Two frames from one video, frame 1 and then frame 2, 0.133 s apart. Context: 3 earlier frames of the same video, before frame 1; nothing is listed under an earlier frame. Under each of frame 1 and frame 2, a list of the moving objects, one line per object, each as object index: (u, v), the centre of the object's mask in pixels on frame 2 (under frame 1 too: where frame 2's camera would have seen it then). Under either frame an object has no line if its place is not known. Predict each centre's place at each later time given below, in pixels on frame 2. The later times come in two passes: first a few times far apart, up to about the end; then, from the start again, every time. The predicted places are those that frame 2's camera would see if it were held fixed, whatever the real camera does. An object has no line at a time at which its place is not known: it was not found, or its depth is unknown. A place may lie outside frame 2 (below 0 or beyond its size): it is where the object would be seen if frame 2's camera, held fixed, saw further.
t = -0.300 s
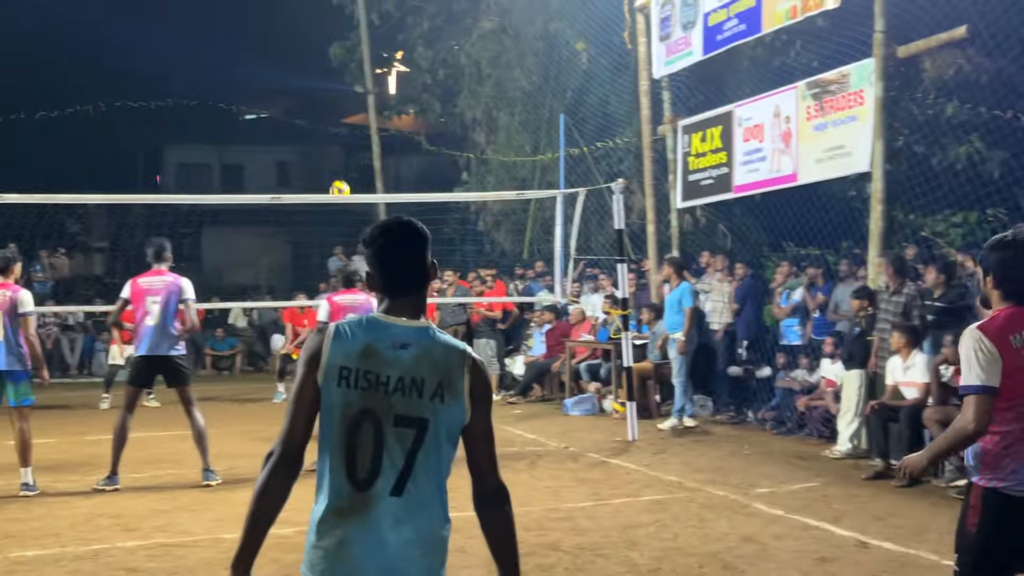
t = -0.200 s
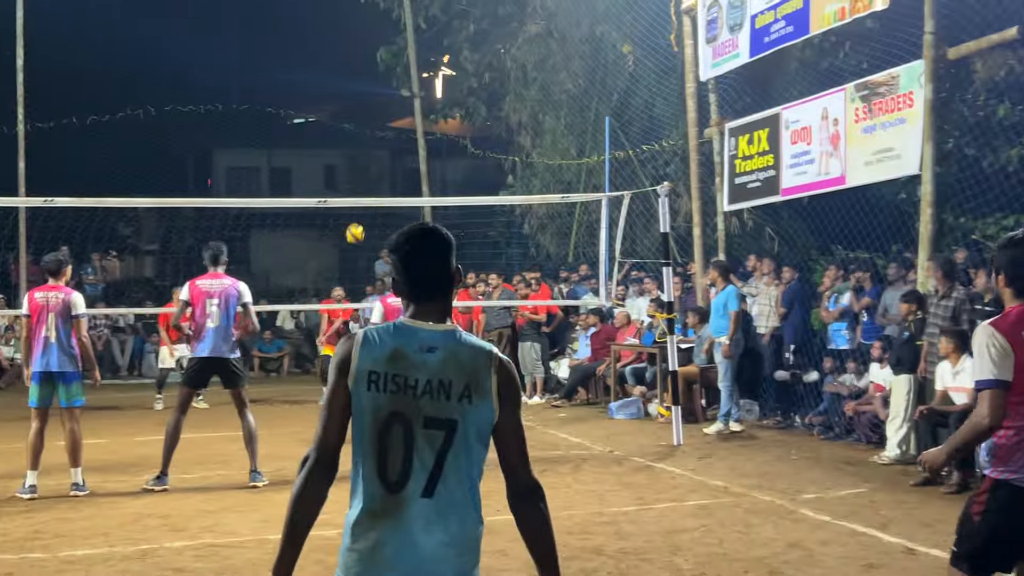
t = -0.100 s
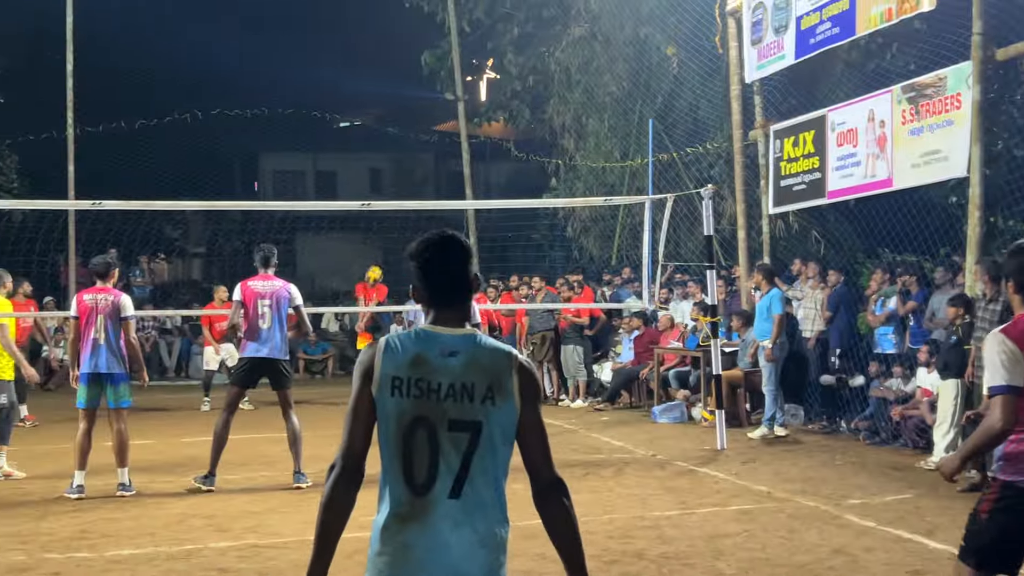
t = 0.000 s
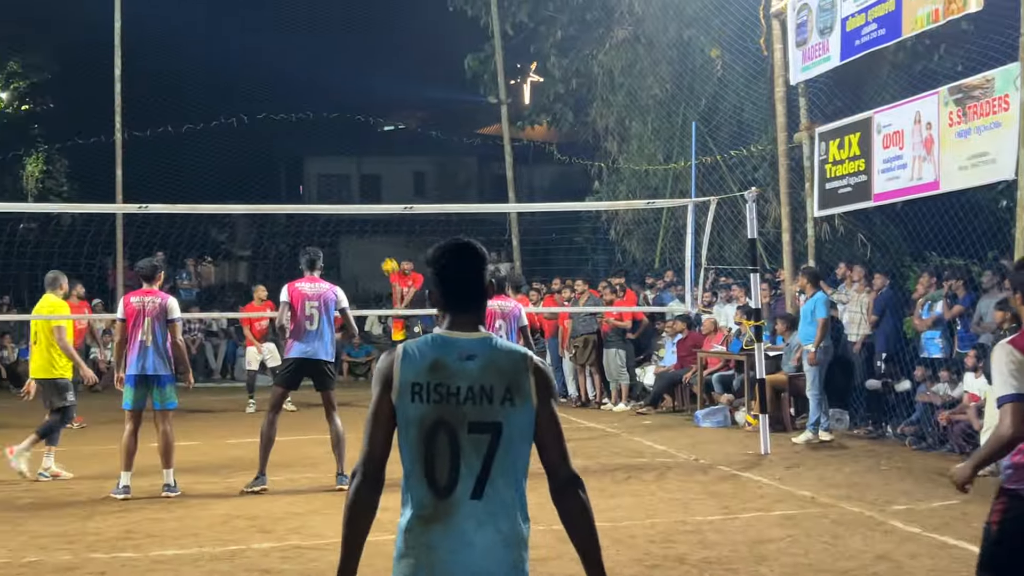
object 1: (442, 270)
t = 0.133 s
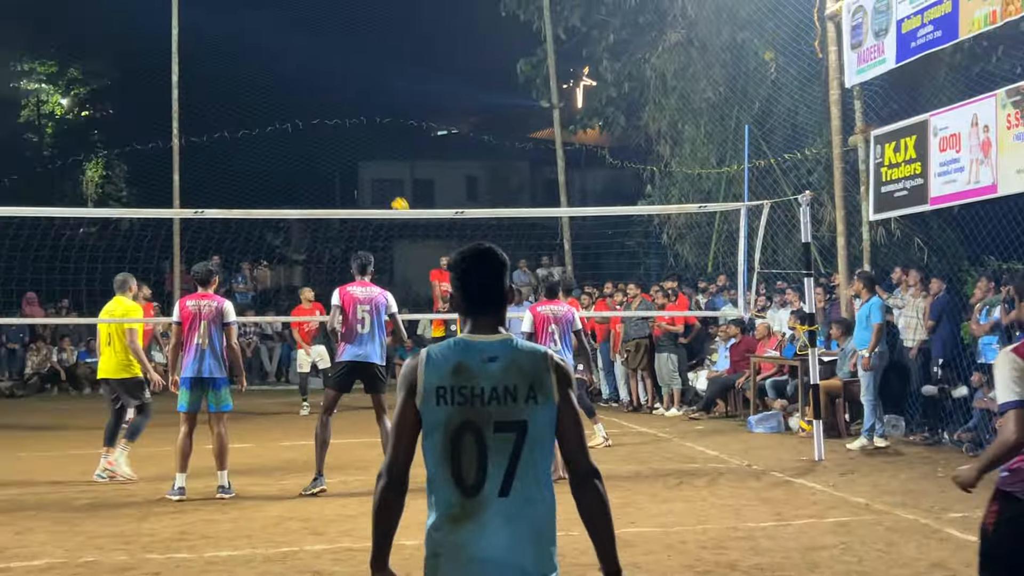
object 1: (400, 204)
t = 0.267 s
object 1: (357, 154)
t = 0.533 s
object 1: (267, 88)
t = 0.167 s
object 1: (389, 192)
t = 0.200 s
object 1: (379, 178)
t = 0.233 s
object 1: (367, 165)
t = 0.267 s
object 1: (357, 154)
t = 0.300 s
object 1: (346, 143)
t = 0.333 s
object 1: (335, 133)
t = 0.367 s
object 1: (324, 123)
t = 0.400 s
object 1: (313, 115)
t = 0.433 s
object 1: (302, 107)
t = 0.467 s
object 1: (291, 100)
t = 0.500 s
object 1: (280, 93)
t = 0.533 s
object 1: (267, 88)
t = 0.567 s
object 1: (257, 84)
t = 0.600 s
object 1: (247, 81)
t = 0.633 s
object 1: (235, 78)
